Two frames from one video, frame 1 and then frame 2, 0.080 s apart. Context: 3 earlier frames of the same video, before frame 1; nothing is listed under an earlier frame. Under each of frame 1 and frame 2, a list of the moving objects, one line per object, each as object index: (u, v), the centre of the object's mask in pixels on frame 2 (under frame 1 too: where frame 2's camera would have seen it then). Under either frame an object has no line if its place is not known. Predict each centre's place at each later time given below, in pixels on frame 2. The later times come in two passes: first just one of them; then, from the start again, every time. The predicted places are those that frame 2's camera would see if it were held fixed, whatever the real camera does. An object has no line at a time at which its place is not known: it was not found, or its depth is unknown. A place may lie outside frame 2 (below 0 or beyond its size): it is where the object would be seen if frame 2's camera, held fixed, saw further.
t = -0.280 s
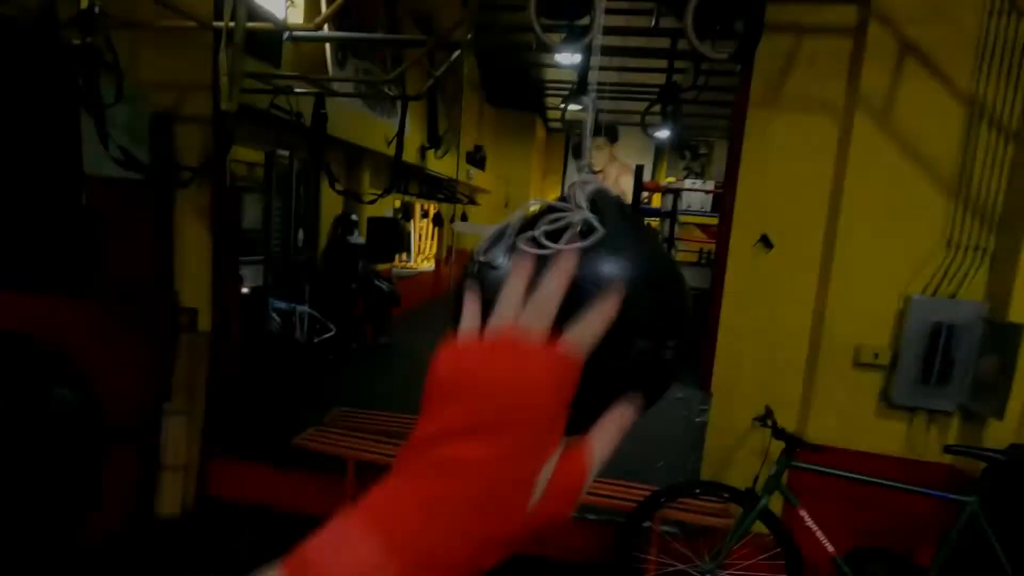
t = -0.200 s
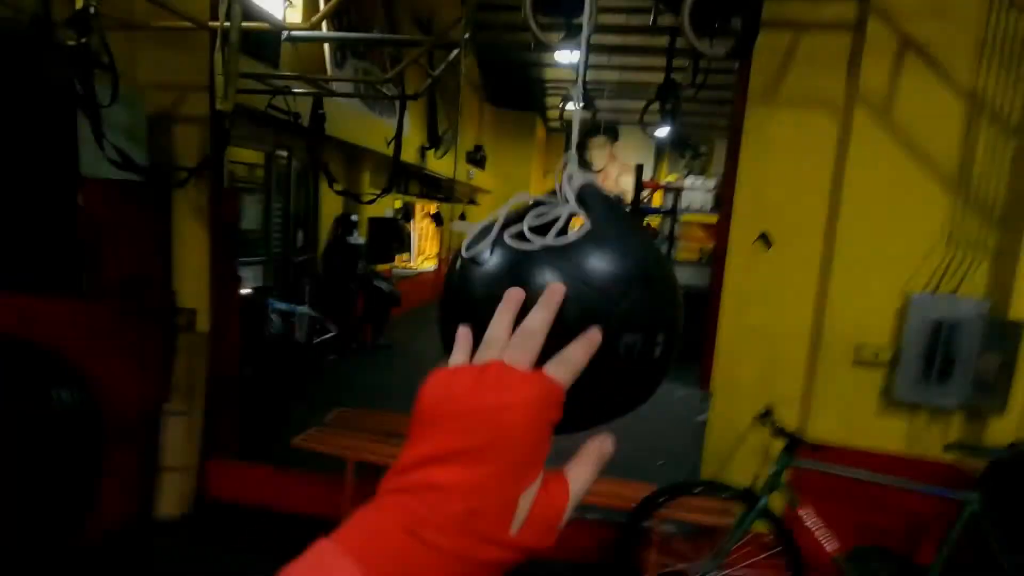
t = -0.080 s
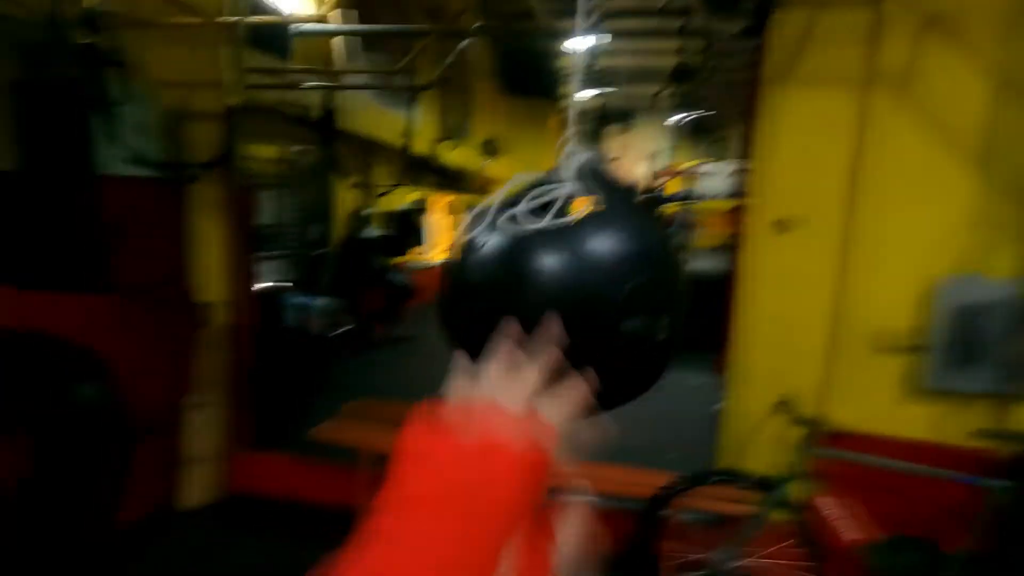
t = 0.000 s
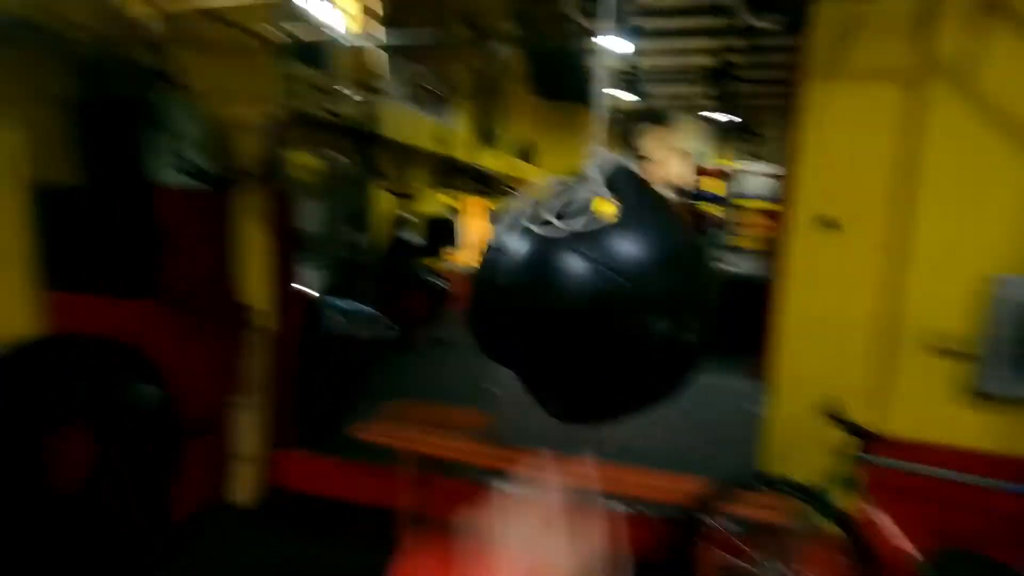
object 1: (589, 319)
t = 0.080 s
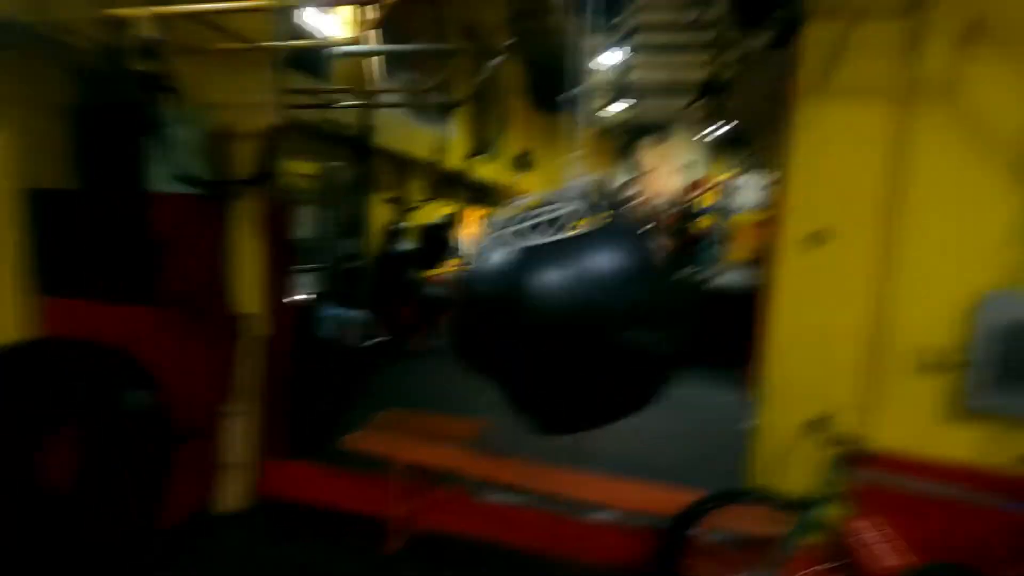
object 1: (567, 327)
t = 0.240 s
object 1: (533, 325)
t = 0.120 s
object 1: (567, 327)
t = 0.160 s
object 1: (550, 320)
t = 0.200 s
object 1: (543, 327)
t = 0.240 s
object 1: (533, 325)
